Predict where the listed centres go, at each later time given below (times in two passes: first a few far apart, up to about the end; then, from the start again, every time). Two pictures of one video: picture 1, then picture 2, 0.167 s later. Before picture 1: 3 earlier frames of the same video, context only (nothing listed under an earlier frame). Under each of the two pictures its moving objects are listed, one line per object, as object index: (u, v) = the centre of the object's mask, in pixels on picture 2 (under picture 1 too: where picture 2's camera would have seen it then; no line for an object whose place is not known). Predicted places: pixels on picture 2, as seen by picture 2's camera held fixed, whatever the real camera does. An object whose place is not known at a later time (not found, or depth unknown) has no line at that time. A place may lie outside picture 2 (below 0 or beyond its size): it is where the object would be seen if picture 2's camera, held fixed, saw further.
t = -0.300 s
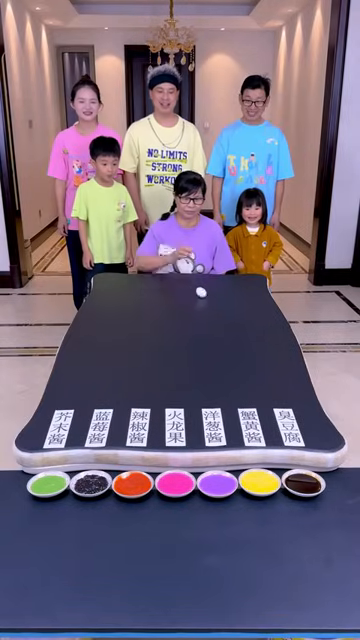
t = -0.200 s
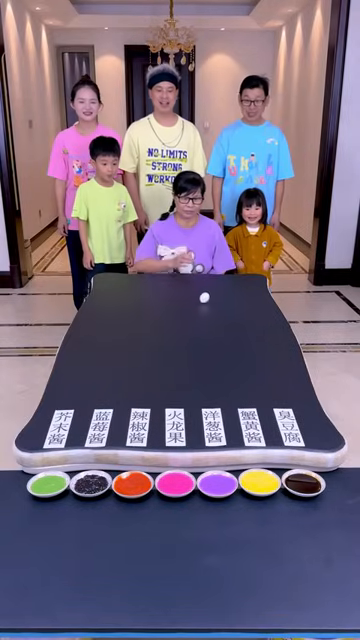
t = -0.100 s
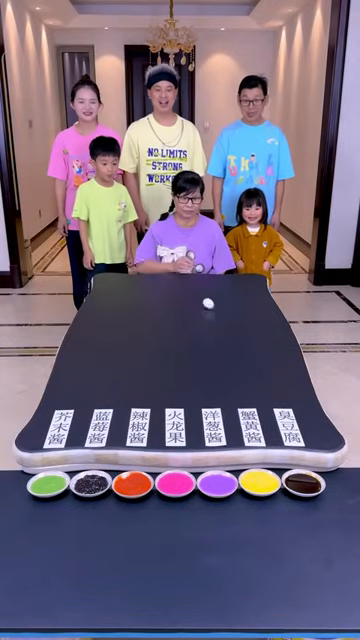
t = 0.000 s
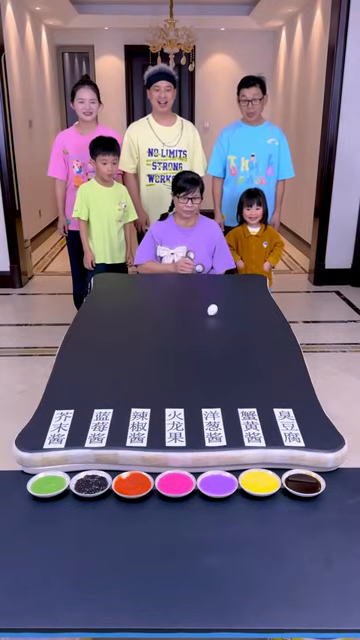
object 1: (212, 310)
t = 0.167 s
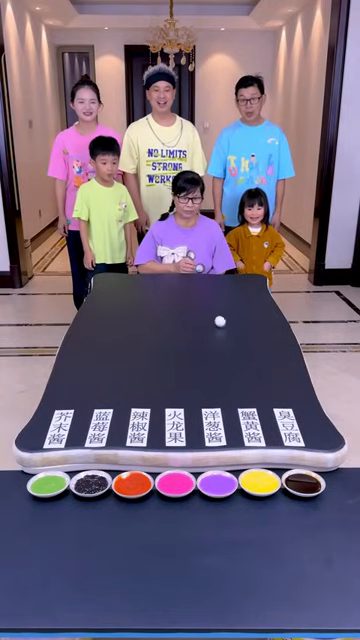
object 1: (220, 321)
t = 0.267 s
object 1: (224, 329)
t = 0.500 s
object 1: (236, 349)
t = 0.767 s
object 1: (250, 379)
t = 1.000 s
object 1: (263, 415)
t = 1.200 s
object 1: (274, 464)
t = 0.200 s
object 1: (222, 324)
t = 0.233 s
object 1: (223, 326)
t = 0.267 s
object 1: (224, 329)
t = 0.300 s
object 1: (226, 331)
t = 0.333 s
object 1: (228, 334)
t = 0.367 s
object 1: (230, 339)
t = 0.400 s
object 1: (231, 340)
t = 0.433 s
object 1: (233, 343)
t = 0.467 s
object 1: (235, 348)
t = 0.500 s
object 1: (236, 349)
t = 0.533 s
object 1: (239, 355)
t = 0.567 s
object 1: (240, 357)
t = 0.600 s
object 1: (242, 359)
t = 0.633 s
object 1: (244, 366)
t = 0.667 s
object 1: (245, 368)
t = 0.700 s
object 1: (247, 373)
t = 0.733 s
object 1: (248, 377)
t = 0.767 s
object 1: (250, 379)
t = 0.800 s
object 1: (252, 385)
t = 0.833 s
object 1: (253, 389)
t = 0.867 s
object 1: (255, 394)
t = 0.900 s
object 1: (256, 399)
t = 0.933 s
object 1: (258, 403)
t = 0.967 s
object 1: (261, 408)
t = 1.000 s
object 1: (263, 415)
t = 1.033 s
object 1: (265, 419)
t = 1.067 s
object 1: (267, 425)
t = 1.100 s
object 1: (269, 431)
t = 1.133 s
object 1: (271, 437)
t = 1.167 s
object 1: (272, 443)
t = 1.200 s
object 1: (274, 464)
